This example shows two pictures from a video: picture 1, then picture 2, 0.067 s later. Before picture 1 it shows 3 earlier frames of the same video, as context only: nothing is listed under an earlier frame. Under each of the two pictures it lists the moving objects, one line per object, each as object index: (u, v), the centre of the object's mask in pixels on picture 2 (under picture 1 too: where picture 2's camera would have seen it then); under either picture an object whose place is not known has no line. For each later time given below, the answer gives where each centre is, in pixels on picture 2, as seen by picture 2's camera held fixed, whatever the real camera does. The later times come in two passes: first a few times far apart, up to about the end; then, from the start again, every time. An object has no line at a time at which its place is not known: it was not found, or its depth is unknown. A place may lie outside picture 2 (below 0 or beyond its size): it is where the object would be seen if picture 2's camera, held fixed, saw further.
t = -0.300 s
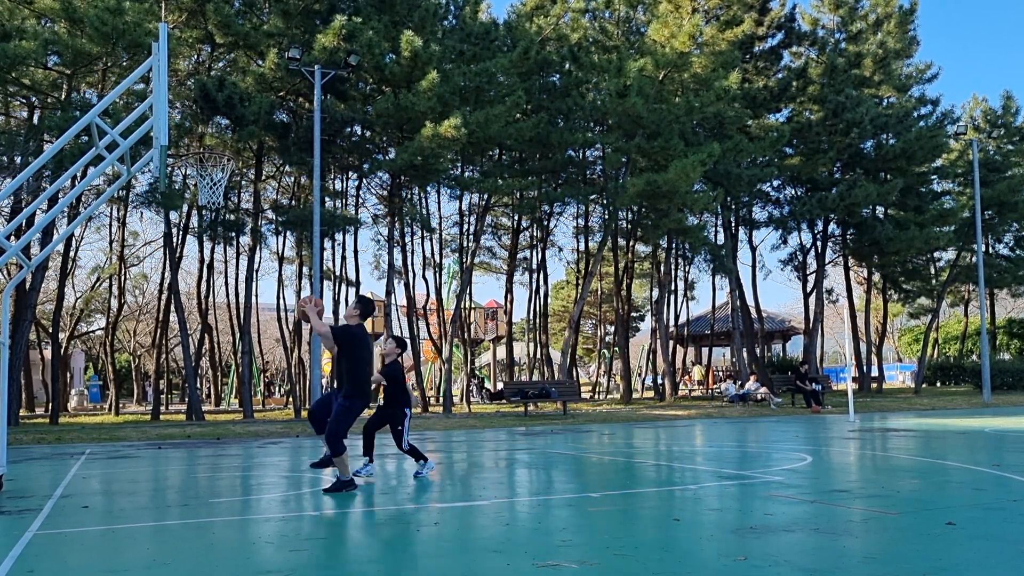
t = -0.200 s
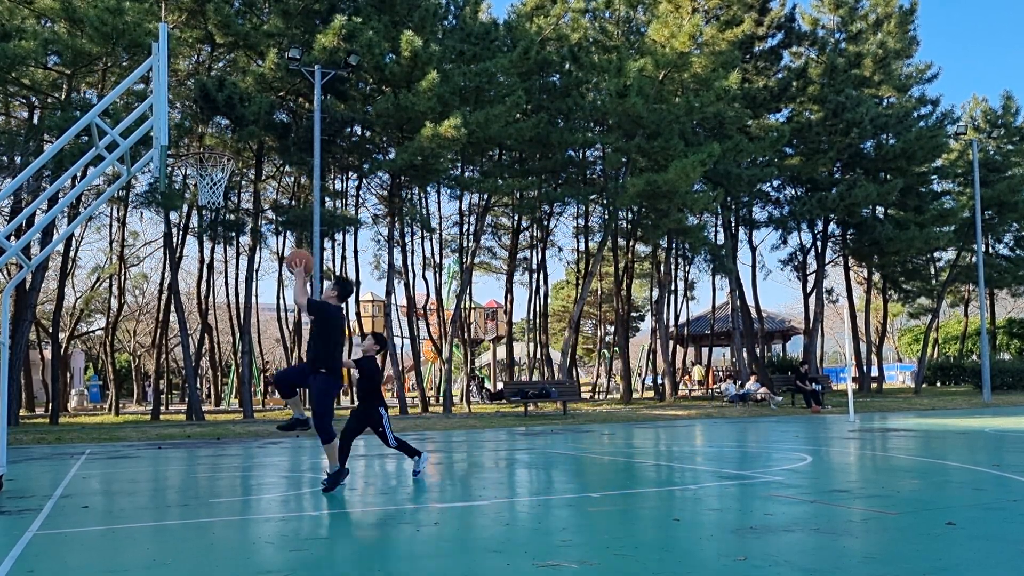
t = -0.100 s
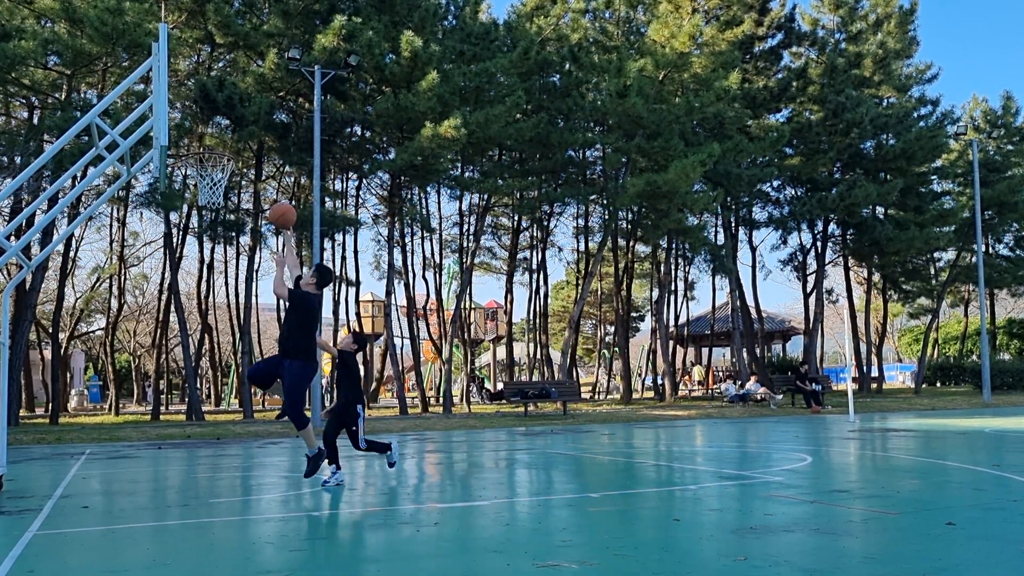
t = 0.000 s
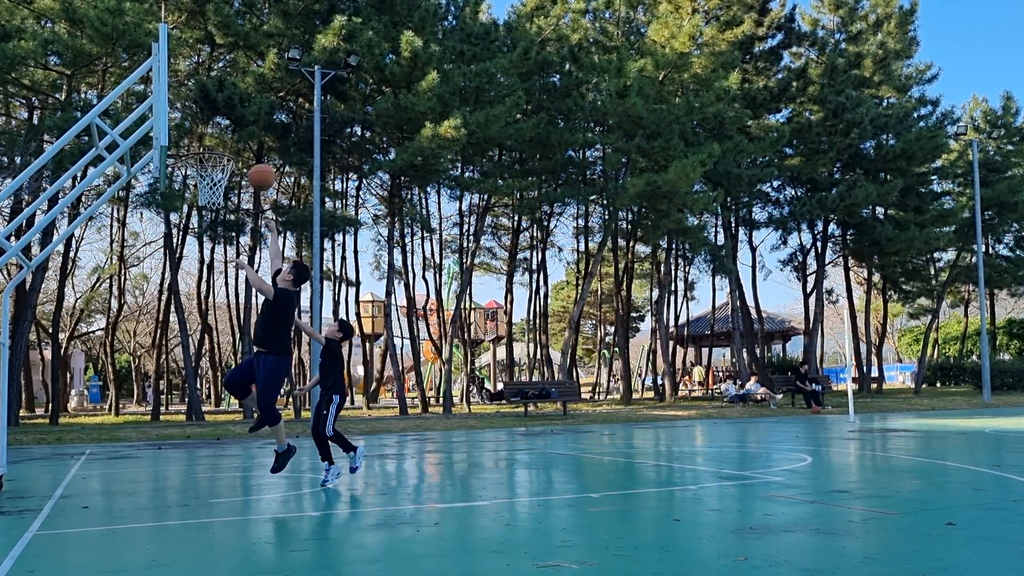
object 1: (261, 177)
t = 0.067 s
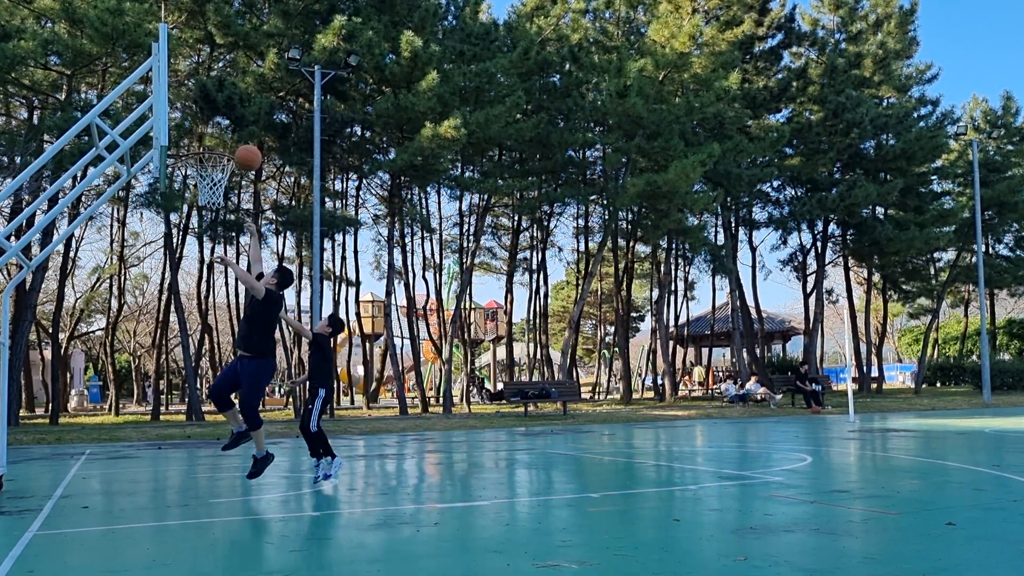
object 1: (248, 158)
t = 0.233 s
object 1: (215, 132)
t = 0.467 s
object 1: (185, 142)
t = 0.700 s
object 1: (225, 170)
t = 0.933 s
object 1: (220, 198)
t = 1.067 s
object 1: (206, 210)
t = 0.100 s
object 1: (242, 150)
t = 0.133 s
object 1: (234, 144)
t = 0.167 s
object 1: (227, 139)
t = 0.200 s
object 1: (221, 134)
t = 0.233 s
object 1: (215, 132)
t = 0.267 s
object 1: (208, 130)
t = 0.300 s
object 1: (201, 129)
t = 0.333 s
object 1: (195, 130)
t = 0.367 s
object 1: (189, 131)
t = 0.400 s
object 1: (183, 134)
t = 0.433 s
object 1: (181, 138)
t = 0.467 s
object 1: (185, 142)
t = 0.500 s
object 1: (190, 145)
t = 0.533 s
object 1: (195, 146)
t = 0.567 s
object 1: (200, 153)
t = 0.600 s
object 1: (208, 160)
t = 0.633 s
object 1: (216, 165)
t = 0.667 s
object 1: (218, 168)
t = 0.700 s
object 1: (225, 170)
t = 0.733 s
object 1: (228, 170)
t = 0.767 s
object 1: (226, 171)
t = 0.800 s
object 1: (224, 172)
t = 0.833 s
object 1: (224, 173)
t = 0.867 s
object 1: (224, 196)
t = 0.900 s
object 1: (224, 196)
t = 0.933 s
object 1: (220, 198)
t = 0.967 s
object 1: (216, 200)
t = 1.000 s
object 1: (212, 202)
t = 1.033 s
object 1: (209, 205)
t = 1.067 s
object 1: (206, 210)
